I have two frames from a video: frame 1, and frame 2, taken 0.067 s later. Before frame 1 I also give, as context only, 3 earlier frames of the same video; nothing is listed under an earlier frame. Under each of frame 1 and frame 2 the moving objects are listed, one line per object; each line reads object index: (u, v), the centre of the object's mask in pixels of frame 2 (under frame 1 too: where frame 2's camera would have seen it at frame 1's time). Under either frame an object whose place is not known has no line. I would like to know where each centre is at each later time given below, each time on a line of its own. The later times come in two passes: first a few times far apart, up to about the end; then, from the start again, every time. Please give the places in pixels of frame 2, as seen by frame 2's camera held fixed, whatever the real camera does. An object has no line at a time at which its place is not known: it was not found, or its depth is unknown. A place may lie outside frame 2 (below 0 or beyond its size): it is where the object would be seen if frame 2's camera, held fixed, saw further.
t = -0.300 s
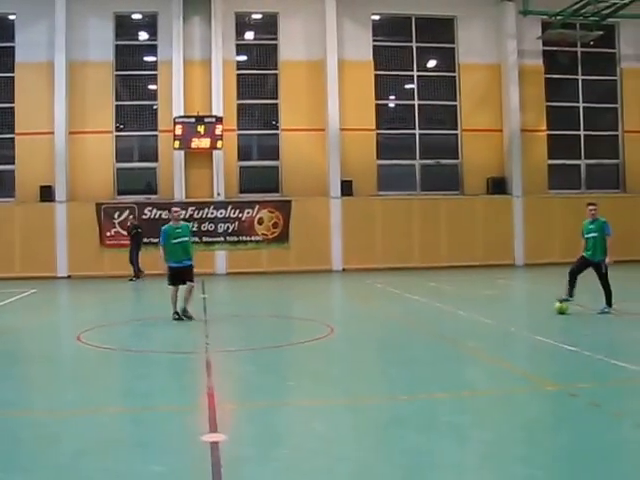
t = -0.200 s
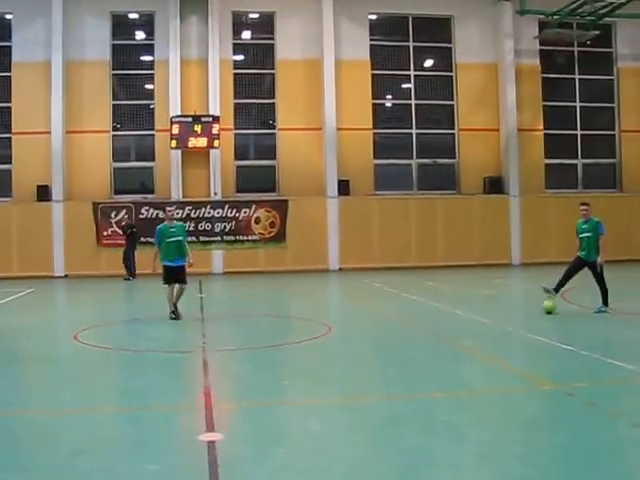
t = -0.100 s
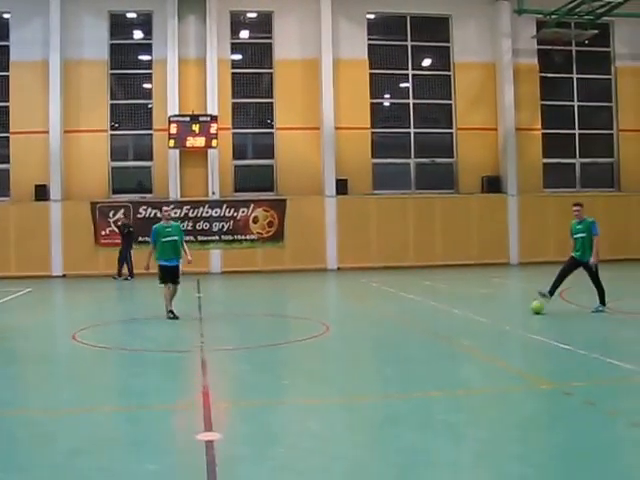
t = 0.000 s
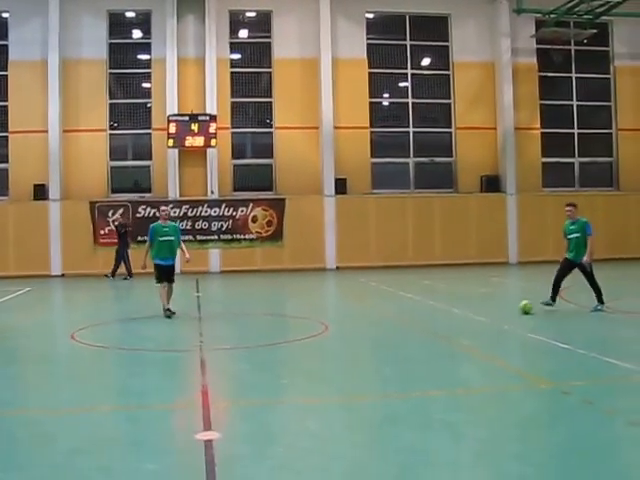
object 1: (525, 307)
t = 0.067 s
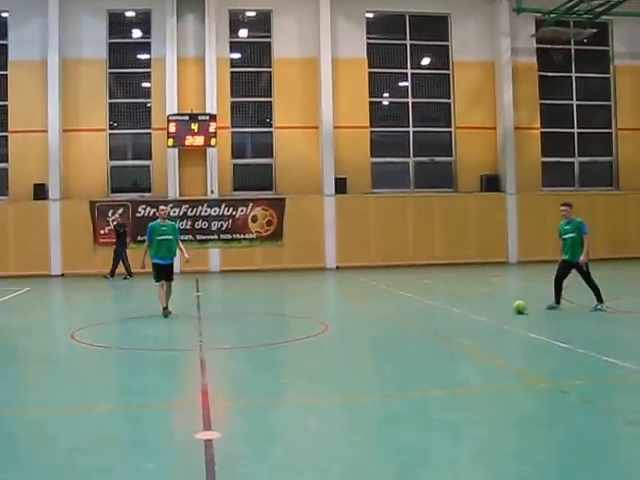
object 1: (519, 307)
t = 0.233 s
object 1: (503, 307)
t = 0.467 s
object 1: (482, 309)
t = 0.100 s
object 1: (516, 307)
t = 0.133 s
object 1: (513, 307)
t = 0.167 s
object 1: (510, 307)
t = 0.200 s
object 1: (507, 307)
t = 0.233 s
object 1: (503, 307)
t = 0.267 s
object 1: (501, 308)
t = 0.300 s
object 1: (497, 308)
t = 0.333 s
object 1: (494, 308)
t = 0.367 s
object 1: (491, 308)
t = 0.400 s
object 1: (488, 308)
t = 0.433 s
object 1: (485, 309)
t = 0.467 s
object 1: (482, 309)
